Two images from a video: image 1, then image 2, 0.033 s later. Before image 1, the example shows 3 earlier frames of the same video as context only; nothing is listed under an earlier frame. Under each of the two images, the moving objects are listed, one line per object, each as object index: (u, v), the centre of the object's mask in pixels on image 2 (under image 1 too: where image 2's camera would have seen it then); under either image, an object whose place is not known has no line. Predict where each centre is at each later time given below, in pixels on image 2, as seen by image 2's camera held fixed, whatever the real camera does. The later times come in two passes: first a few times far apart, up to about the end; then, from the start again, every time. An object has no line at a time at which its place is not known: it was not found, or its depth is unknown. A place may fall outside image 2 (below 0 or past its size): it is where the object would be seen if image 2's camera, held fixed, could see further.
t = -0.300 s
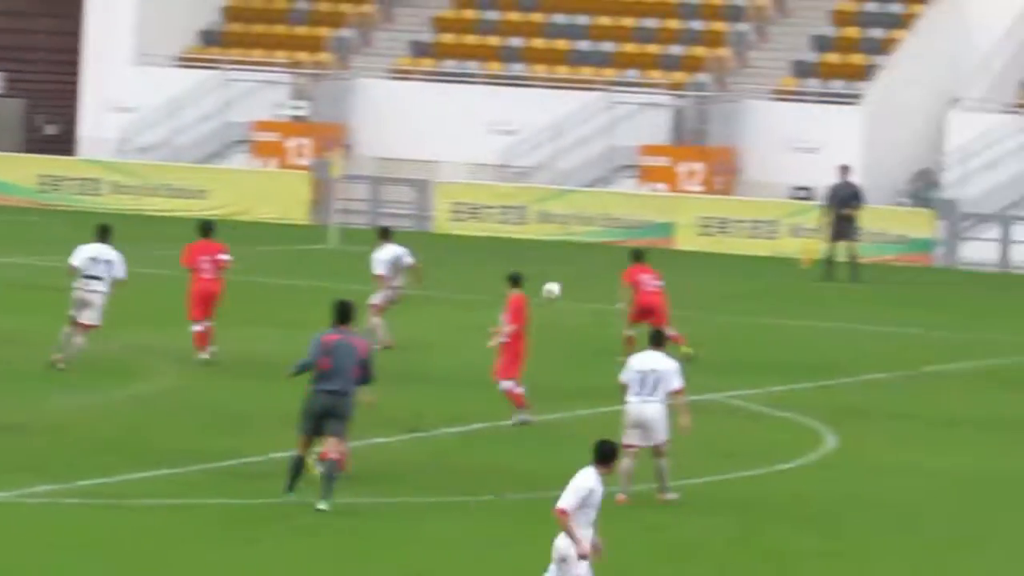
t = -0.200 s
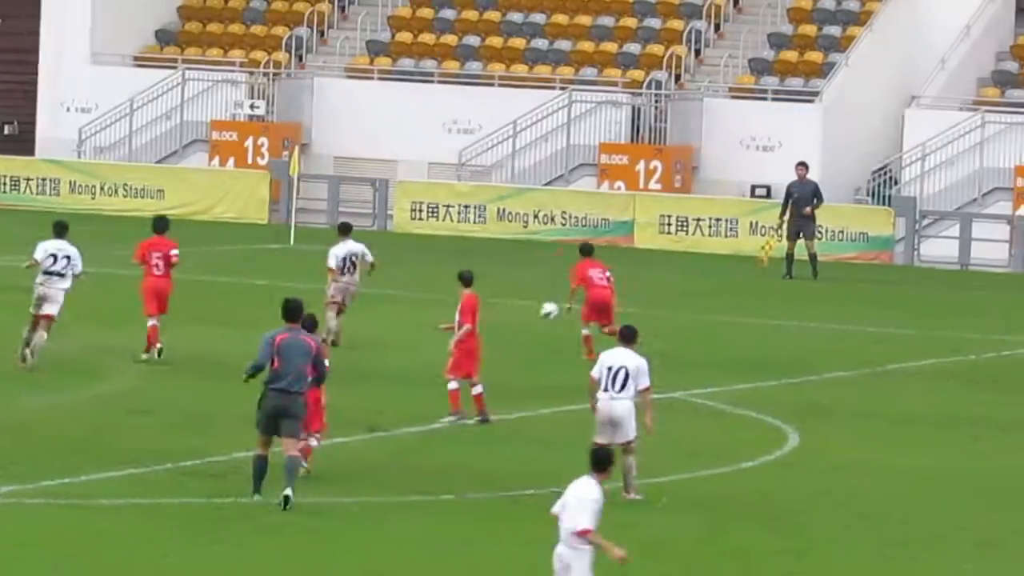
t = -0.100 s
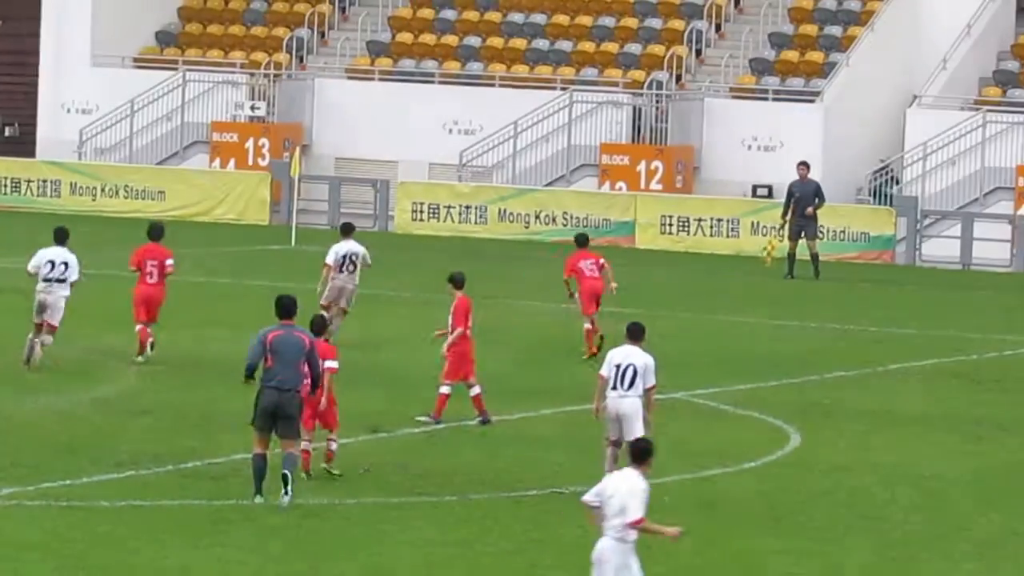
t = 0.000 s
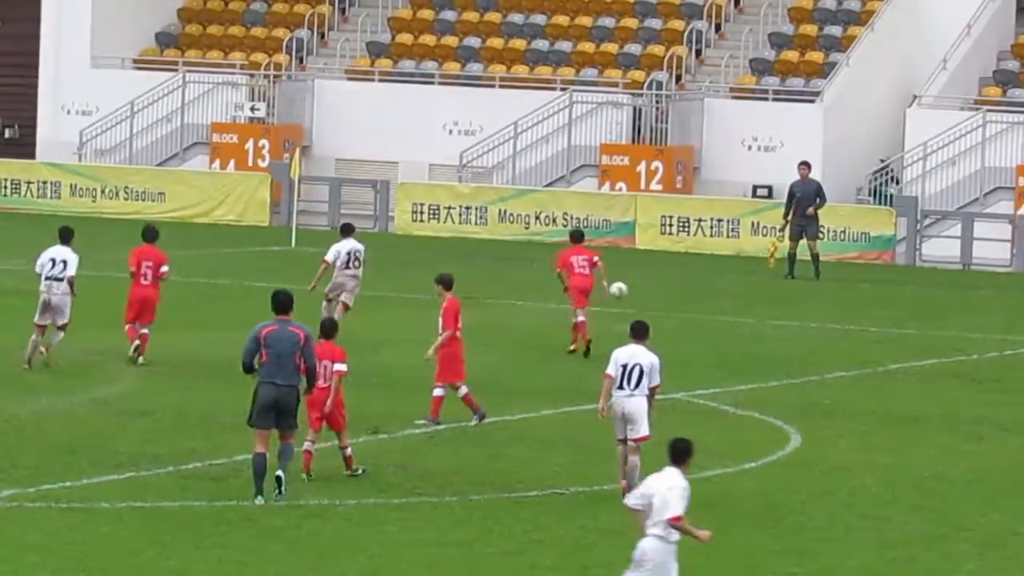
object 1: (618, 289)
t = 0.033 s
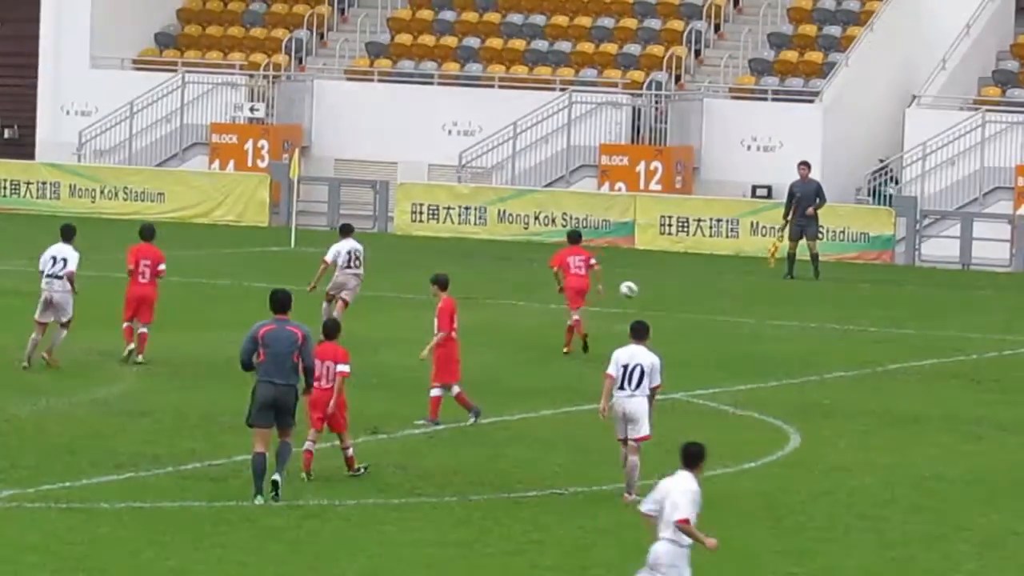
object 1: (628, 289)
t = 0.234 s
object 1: (687, 297)
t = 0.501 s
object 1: (746, 290)
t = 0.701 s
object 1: (781, 287)
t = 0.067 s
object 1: (639, 289)
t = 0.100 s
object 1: (649, 289)
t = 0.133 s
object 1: (659, 290)
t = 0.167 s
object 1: (669, 292)
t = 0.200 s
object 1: (678, 294)
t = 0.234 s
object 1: (687, 297)
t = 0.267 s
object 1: (695, 296)
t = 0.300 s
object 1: (703, 296)
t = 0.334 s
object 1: (711, 294)
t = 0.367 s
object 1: (719, 293)
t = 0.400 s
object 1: (726, 293)
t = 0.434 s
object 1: (733, 292)
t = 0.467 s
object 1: (740, 292)
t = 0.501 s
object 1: (746, 290)
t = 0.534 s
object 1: (752, 290)
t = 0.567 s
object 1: (758, 289)
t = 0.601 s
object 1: (764, 289)
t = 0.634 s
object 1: (770, 289)
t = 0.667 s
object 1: (775, 288)
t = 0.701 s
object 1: (781, 287)
